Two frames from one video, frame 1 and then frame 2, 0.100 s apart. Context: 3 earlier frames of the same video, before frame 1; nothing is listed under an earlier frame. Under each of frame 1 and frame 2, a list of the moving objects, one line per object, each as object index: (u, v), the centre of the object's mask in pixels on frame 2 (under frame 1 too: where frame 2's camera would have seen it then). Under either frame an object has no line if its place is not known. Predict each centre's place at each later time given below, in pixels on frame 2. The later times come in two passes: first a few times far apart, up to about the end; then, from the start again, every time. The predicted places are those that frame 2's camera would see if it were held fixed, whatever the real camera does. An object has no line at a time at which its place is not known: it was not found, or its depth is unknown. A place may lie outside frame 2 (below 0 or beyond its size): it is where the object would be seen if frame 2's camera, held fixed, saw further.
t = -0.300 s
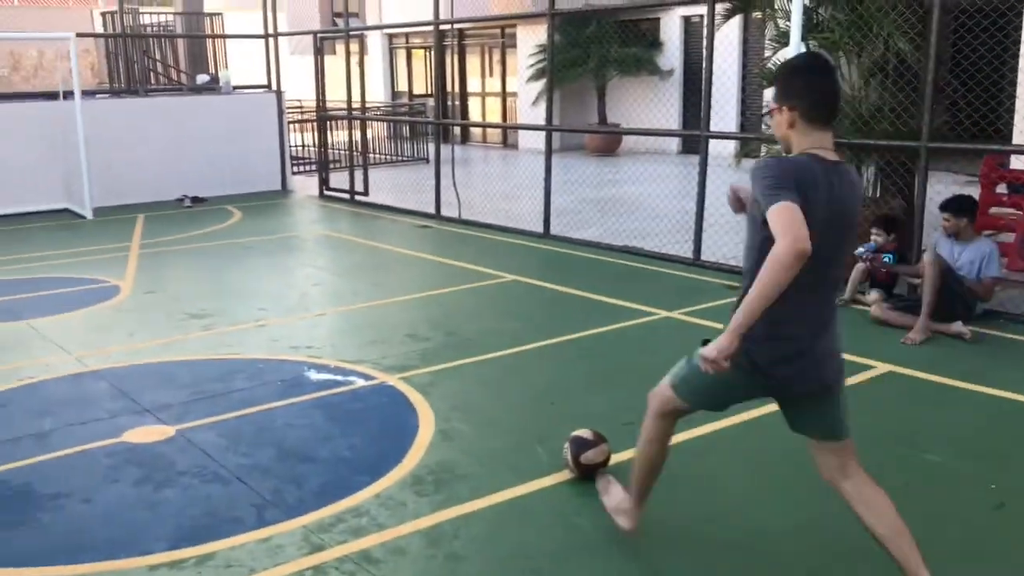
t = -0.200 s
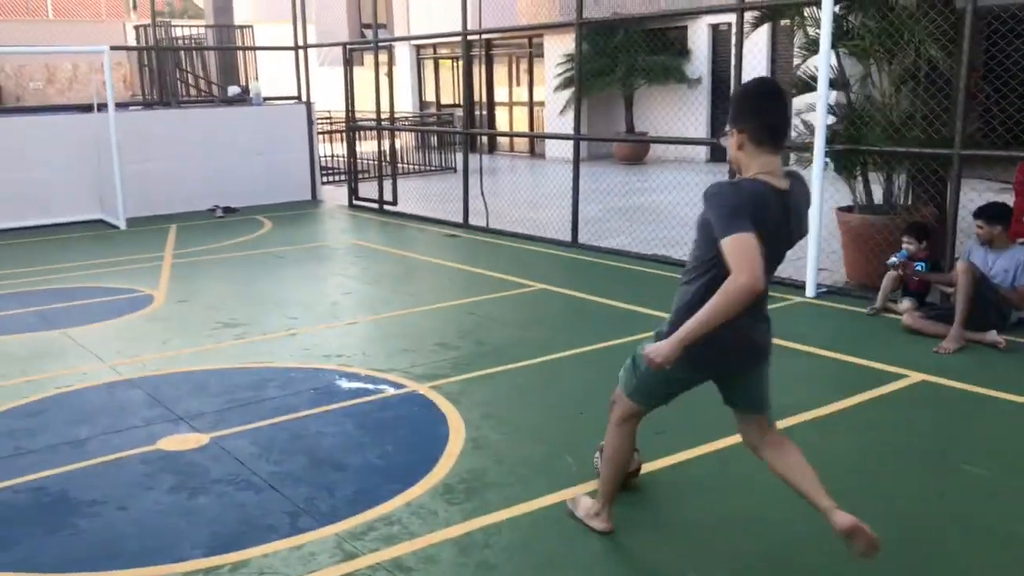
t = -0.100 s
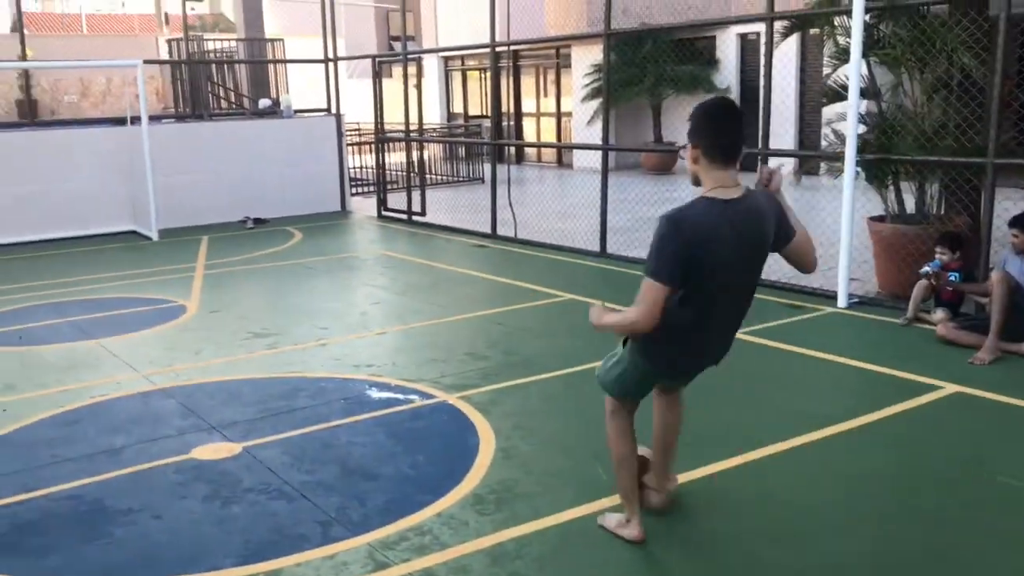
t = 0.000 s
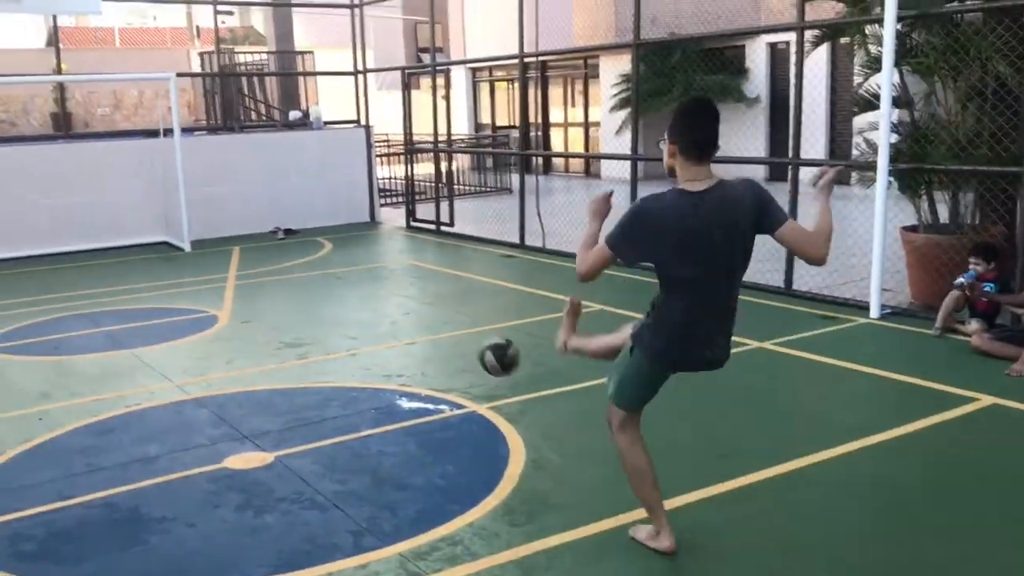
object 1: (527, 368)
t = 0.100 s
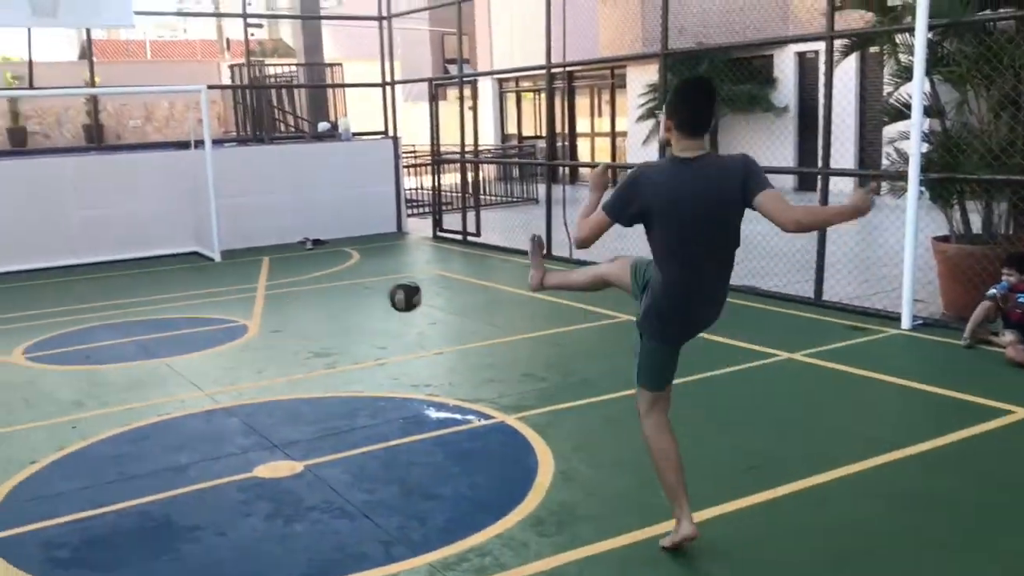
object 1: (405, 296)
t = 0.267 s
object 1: (269, 246)
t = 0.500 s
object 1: (154, 250)
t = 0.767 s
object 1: (78, 253)
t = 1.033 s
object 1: (66, 240)
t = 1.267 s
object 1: (98, 265)
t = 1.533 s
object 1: (123, 270)
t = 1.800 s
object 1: (149, 281)
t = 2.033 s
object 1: (175, 285)
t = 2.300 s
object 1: (204, 290)
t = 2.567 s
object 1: (236, 295)
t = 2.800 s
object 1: (266, 300)
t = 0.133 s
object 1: (371, 280)
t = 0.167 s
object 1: (344, 265)
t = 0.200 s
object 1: (314, 258)
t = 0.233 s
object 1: (291, 252)
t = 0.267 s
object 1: (269, 246)
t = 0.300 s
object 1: (247, 242)
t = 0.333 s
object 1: (229, 241)
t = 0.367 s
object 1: (212, 241)
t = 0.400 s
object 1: (195, 242)
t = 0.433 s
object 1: (180, 244)
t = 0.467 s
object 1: (165, 247)
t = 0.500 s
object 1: (154, 250)
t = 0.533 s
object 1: (141, 255)
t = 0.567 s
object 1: (129, 261)
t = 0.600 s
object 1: (119, 269)
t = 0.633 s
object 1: (110, 275)
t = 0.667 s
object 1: (100, 270)
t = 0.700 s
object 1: (92, 264)
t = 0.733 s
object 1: (86, 258)
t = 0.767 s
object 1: (78, 253)
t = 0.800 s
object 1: (71, 250)
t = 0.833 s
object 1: (65, 248)
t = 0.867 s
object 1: (59, 246)
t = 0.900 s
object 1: (53, 247)
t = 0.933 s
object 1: (55, 245)
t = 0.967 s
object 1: (58, 242)
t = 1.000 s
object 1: (62, 241)
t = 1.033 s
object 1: (66, 240)
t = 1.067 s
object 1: (70, 241)
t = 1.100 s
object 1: (74, 242)
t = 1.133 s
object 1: (78, 245)
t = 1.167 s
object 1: (83, 249)
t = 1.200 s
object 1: (88, 253)
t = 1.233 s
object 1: (92, 258)
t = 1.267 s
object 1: (98, 265)
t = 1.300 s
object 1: (103, 273)
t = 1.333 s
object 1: (106, 271)
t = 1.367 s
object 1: (107, 268)
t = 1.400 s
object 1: (111, 266)
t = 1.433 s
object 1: (114, 266)
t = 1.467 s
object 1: (117, 266)
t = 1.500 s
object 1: (119, 269)
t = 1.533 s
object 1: (123, 270)
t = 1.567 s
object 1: (127, 274)
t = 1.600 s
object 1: (131, 278)
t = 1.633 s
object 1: (134, 277)
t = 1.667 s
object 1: (137, 275)
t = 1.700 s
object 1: (140, 276)
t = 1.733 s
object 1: (143, 277)
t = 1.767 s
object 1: (147, 281)
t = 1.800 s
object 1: (149, 281)
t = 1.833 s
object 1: (153, 281)
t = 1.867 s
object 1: (156, 283)
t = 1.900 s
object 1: (161, 283)
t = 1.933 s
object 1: (164, 284)
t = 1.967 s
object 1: (168, 284)
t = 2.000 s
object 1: (171, 285)
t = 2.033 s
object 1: (175, 285)
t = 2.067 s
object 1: (178, 286)
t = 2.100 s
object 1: (181, 286)
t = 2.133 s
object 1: (184, 286)
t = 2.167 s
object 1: (188, 288)
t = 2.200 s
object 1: (192, 288)
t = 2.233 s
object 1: (196, 289)
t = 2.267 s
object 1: (200, 289)
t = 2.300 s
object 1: (204, 290)
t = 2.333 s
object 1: (208, 291)
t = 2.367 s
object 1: (211, 291)
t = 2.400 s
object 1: (215, 292)
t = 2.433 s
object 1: (219, 292)
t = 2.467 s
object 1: (223, 294)
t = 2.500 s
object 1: (228, 294)
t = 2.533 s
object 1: (231, 295)
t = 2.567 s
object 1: (236, 295)
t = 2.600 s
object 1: (240, 296)
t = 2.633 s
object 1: (245, 297)
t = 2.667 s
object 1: (249, 298)
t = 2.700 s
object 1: (253, 298)
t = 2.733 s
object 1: (257, 298)
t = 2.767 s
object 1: (261, 298)
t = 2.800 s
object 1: (266, 300)
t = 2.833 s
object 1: (270, 301)
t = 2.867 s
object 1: (274, 301)
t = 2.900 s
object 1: (279, 302)
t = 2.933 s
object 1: (284, 303)
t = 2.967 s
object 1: (288, 304)
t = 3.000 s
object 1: (292, 304)
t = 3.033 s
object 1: (296, 305)
